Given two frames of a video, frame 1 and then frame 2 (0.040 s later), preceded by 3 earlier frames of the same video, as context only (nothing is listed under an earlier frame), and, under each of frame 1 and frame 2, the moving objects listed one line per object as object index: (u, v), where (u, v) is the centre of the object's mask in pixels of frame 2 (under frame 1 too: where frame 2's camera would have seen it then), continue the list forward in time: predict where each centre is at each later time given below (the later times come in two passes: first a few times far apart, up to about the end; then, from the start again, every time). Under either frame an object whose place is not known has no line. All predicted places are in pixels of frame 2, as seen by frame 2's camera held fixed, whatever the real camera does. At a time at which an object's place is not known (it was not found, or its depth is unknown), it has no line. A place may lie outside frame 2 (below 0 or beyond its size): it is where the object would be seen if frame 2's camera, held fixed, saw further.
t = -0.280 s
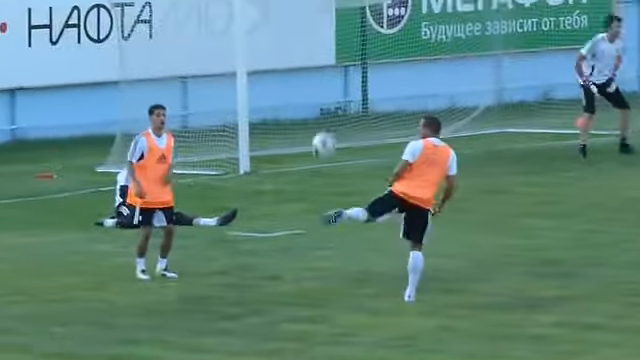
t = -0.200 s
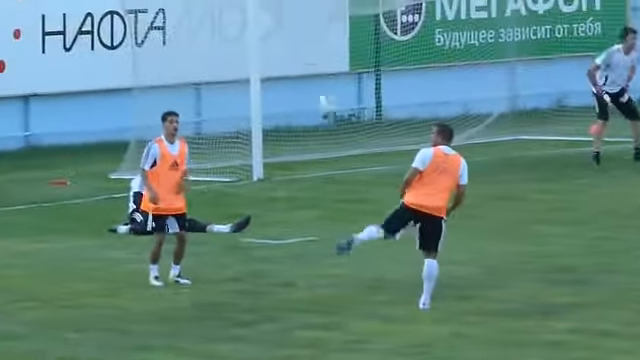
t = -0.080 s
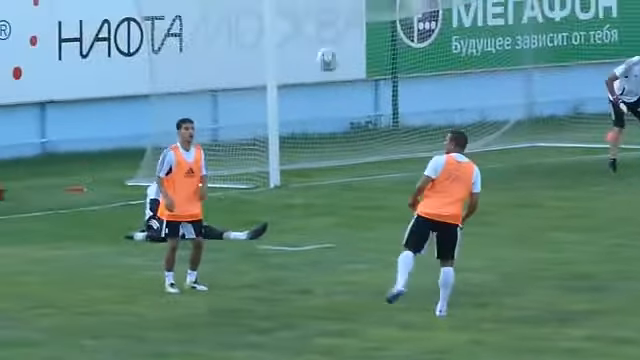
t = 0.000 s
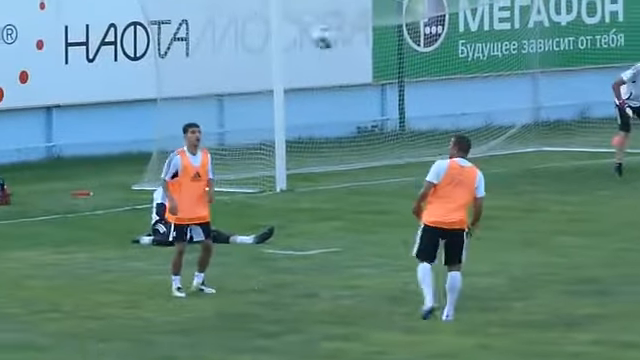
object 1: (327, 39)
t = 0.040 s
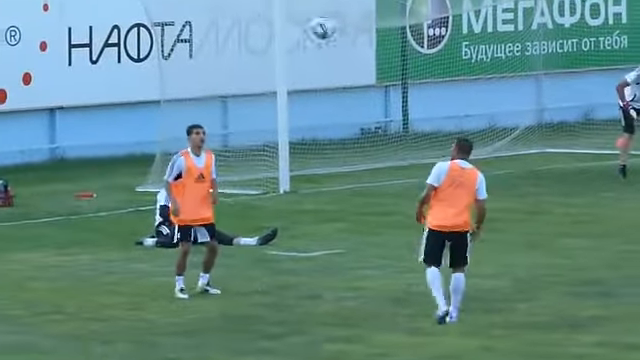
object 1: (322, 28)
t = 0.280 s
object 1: (296, 1)
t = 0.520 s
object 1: (269, 29)
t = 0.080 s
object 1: (318, 20)
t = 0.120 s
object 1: (315, 11)
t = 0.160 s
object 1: (311, 5)
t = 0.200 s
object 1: (305, 2)
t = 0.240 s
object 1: (300, 1)
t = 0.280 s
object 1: (296, 1)
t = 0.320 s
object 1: (292, 2)
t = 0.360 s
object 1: (287, 1)
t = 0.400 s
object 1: (282, 6)
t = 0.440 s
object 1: (278, 12)
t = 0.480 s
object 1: (275, 19)
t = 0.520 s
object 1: (269, 29)
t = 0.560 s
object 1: (266, 40)
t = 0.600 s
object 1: (261, 54)
